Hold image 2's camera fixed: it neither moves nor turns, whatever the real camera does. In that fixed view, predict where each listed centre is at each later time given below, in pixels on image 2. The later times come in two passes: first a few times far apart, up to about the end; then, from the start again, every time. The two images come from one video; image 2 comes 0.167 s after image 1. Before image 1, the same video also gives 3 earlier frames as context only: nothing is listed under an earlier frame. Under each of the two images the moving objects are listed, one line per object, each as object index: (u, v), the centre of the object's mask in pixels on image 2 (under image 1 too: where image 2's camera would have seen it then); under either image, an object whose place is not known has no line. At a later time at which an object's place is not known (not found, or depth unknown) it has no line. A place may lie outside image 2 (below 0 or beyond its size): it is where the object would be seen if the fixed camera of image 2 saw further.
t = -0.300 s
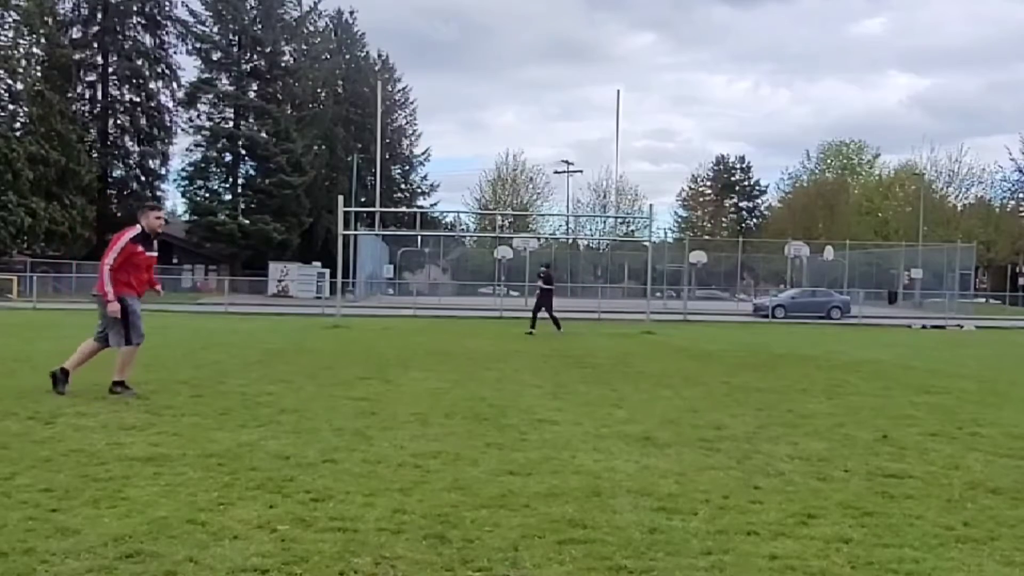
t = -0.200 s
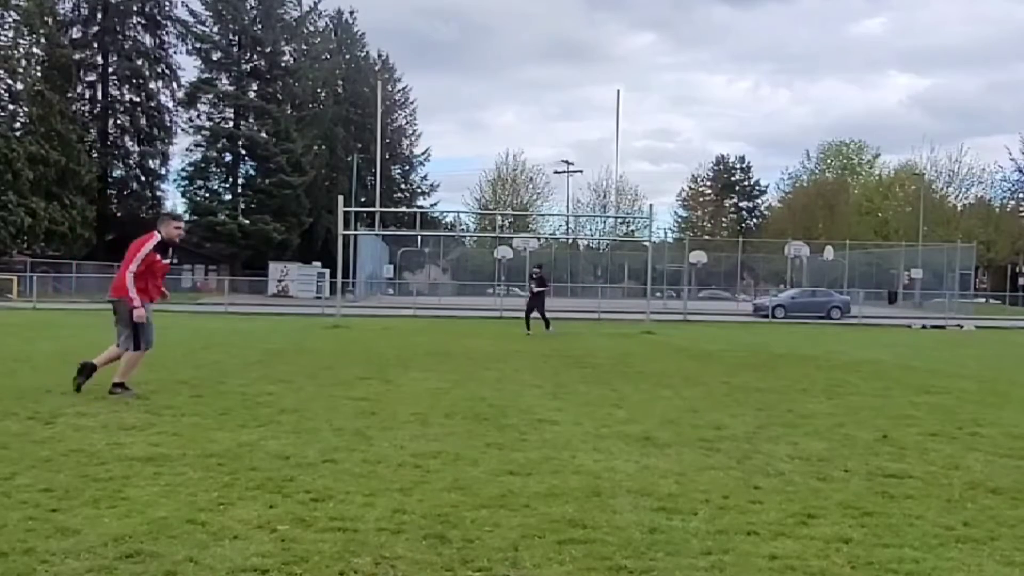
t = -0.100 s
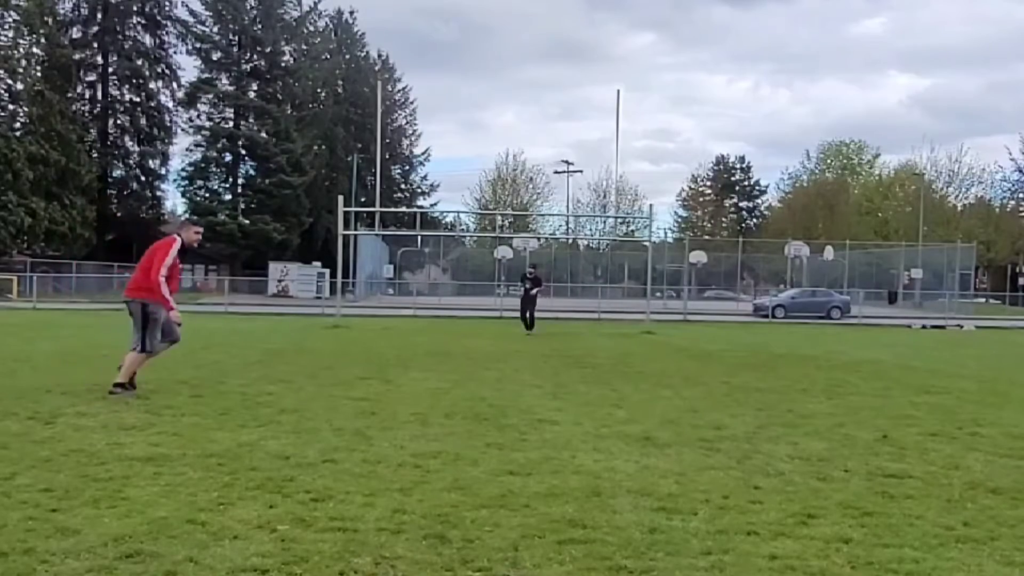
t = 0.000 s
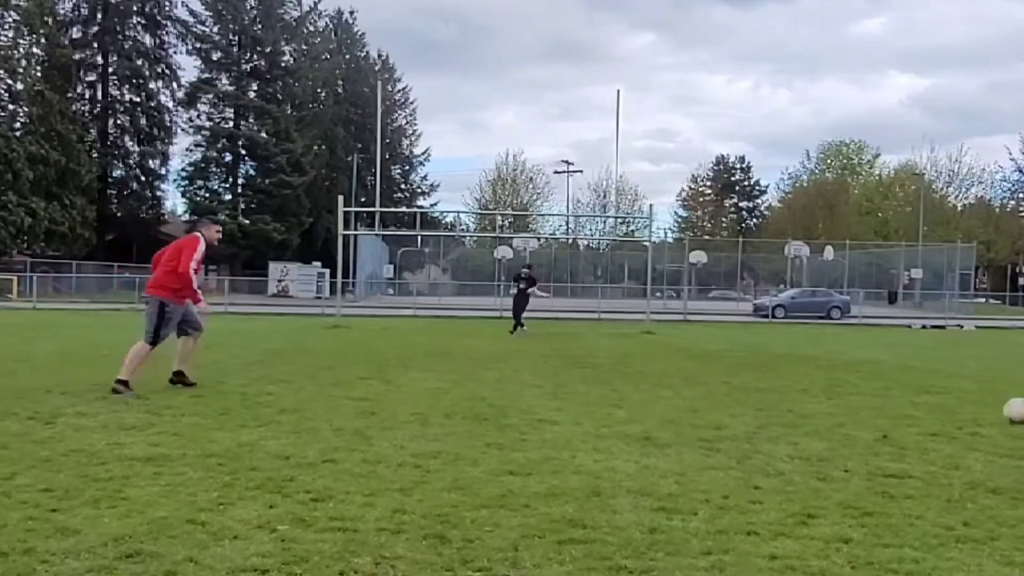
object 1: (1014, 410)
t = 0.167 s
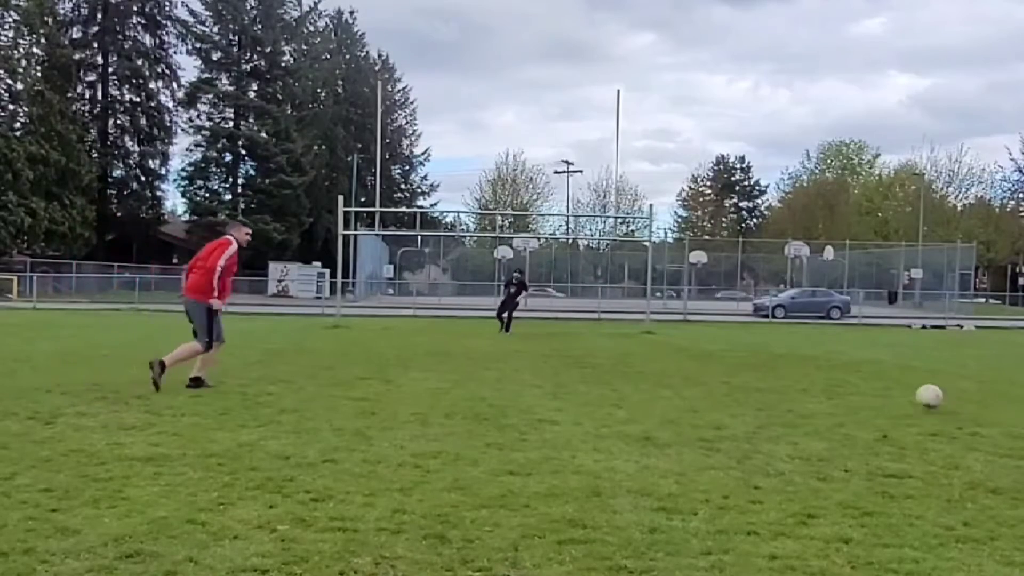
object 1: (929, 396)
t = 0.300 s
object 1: (868, 396)
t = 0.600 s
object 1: (757, 385)
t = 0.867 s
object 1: (680, 377)
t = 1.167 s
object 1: (614, 370)
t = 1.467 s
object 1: (560, 365)
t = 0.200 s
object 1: (913, 395)
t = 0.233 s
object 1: (897, 395)
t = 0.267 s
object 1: (883, 396)
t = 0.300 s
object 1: (868, 396)
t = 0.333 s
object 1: (854, 393)
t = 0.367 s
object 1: (840, 391)
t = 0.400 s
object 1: (827, 391)
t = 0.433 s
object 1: (814, 391)
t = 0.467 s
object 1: (802, 390)
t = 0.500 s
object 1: (790, 388)
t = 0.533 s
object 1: (779, 387)
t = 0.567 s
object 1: (767, 386)
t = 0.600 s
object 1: (757, 385)
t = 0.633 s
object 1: (746, 383)
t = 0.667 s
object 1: (736, 382)
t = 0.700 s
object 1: (725, 382)
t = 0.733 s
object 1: (715, 381)
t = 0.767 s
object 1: (706, 379)
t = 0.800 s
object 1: (697, 379)
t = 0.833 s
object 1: (689, 378)
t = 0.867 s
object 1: (680, 377)
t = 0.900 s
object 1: (672, 376)
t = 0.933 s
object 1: (663, 375)
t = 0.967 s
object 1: (656, 374)
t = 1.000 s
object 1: (648, 374)
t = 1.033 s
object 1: (641, 374)
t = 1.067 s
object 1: (633, 373)
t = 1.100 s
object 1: (626, 371)
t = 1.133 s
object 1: (620, 370)
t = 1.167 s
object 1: (614, 370)
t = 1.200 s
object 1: (607, 369)
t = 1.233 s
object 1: (600, 369)
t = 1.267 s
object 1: (594, 368)
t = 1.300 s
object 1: (588, 367)
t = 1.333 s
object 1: (583, 367)
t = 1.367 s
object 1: (576, 367)
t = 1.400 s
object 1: (571, 366)
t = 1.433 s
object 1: (566, 365)
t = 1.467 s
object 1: (560, 365)
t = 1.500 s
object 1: (554, 365)
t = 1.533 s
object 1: (549, 364)
